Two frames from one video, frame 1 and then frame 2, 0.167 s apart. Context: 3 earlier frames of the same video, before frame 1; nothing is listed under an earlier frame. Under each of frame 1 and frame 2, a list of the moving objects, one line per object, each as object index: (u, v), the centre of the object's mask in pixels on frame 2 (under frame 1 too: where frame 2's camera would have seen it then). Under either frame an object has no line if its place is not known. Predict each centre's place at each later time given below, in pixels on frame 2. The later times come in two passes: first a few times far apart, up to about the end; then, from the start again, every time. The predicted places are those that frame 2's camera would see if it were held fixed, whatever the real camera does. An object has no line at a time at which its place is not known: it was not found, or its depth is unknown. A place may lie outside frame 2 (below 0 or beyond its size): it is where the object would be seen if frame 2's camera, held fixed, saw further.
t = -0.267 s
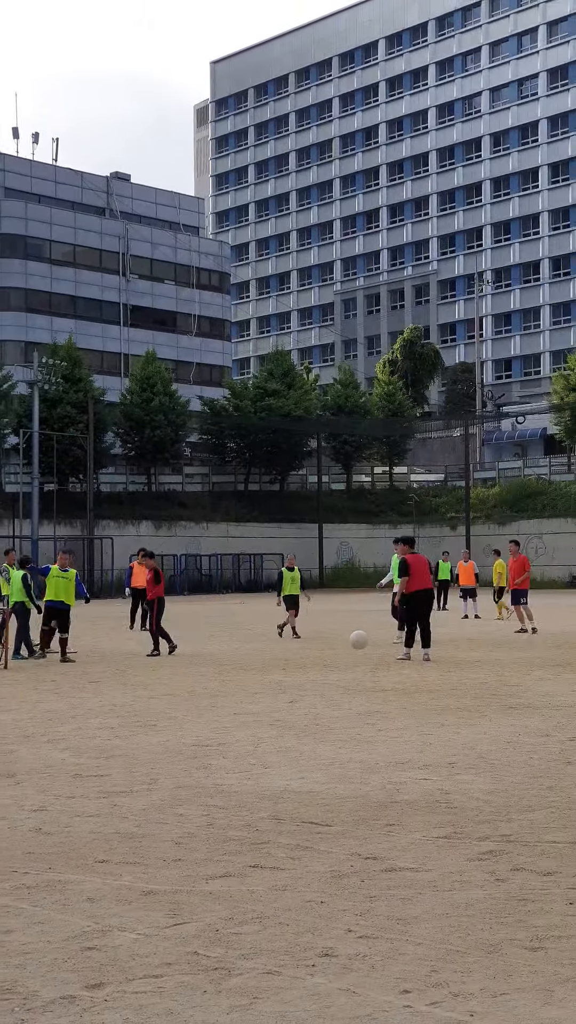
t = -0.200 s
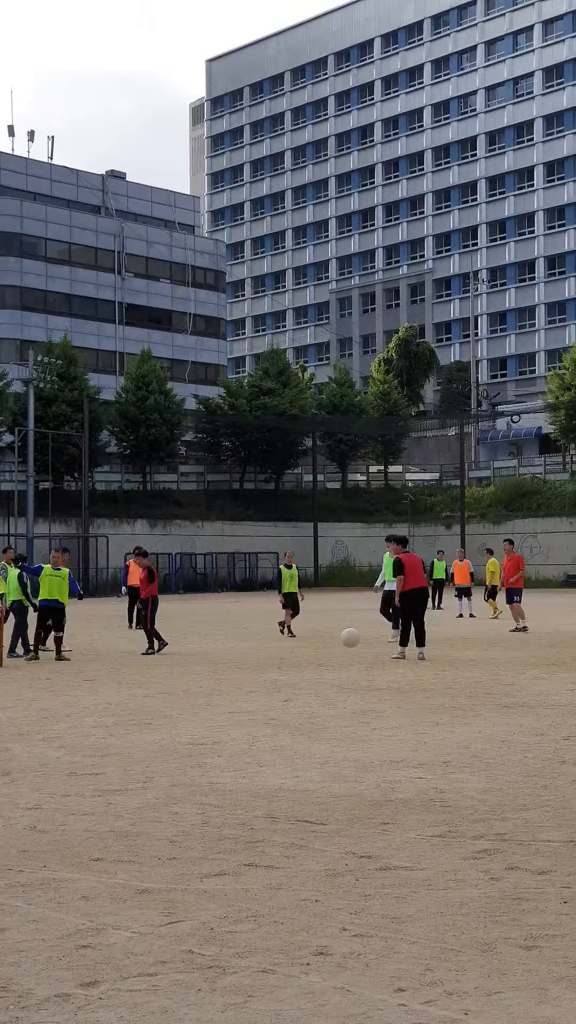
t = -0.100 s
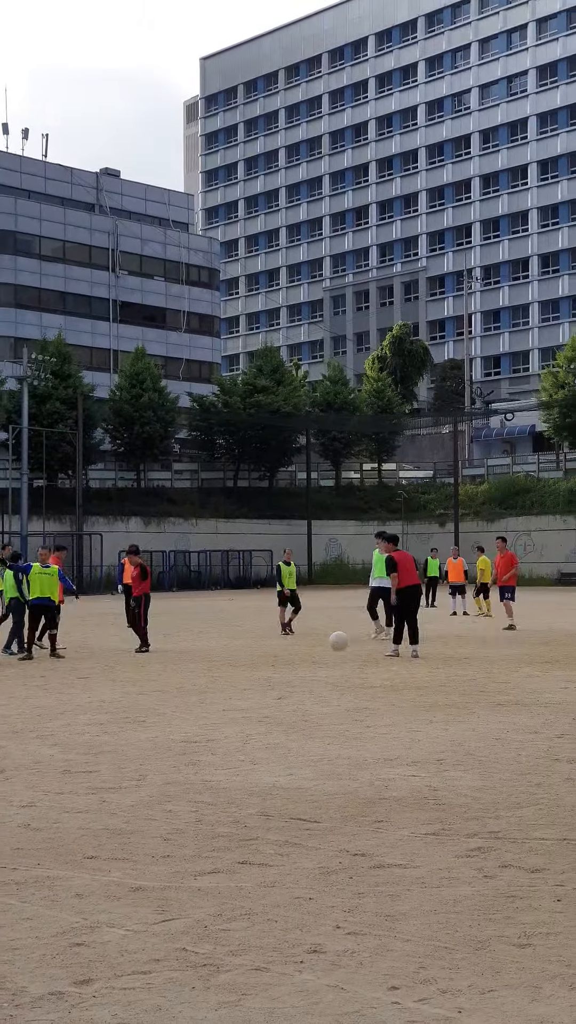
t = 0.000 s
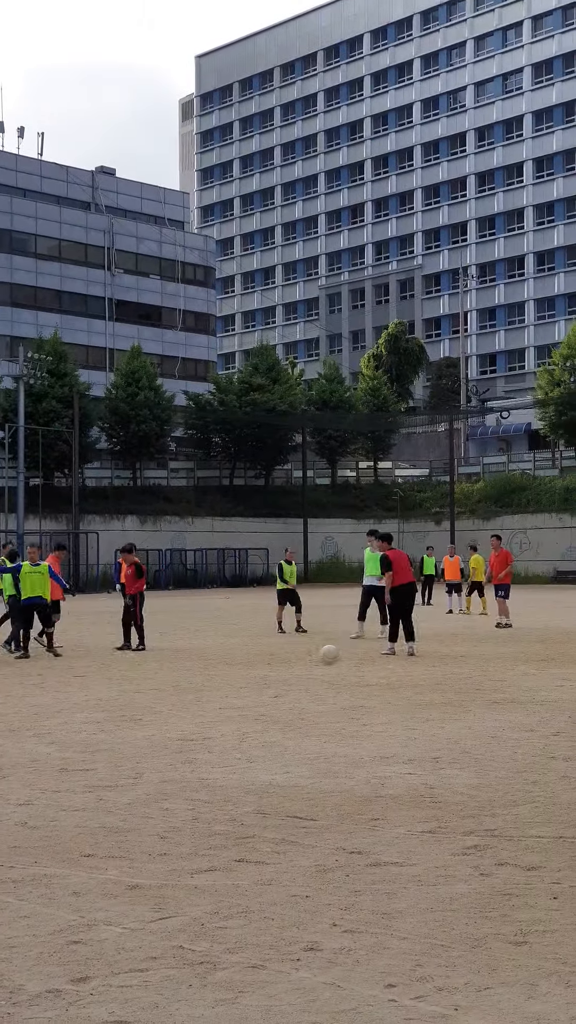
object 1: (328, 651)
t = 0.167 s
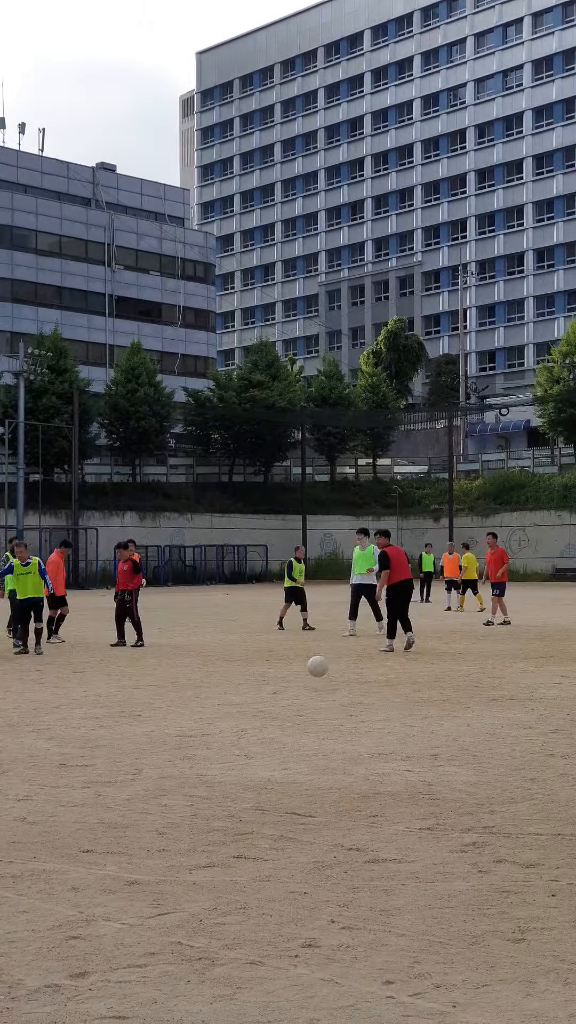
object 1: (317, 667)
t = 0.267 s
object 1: (311, 656)
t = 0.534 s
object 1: (292, 681)
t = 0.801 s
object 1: (268, 684)
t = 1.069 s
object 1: (238, 707)
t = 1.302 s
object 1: (209, 731)
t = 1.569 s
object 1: (167, 741)
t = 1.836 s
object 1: (113, 767)
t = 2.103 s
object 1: (41, 810)
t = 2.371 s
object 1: (-50, 836)
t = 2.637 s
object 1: (-166, 887)
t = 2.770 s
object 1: (-218, 919)
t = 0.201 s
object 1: (315, 662)
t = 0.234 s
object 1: (313, 659)
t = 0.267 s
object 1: (311, 656)
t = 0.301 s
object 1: (308, 656)
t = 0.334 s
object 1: (307, 656)
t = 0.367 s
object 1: (305, 657)
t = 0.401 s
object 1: (302, 659)
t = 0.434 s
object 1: (299, 663)
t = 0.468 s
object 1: (297, 667)
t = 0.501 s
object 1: (295, 674)
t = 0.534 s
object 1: (292, 681)
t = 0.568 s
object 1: (289, 690)
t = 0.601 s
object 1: (288, 694)
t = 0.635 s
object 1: (283, 689)
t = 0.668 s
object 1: (280, 686)
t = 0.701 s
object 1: (278, 683)
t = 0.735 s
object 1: (275, 683)
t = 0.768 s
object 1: (272, 683)
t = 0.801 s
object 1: (268, 684)
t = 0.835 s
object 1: (265, 687)
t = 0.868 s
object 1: (260, 691)
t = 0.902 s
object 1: (257, 697)
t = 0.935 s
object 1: (254, 703)
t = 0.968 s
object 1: (250, 712)
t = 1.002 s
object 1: (247, 712)
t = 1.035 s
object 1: (242, 709)
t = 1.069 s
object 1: (238, 707)
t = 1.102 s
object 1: (235, 706)
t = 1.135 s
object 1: (231, 706)
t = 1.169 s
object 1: (227, 708)
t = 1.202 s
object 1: (223, 711)
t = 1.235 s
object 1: (218, 716)
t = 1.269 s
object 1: (214, 723)
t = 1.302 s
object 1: (209, 731)
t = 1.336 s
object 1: (205, 739)
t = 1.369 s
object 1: (200, 734)
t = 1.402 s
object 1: (194, 732)
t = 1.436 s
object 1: (189, 730)
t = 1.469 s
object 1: (184, 730)
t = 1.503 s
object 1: (178, 732)
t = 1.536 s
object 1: (173, 735)
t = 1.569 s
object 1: (167, 741)
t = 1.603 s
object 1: (161, 748)
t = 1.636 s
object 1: (155, 757)
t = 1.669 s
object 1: (148, 765)
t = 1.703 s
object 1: (141, 762)
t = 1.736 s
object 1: (134, 761)
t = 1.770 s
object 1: (127, 761)
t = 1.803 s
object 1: (120, 763)
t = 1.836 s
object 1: (113, 767)
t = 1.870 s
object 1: (105, 773)
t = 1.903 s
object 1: (96, 782)
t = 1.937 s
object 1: (88, 791)
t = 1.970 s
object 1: (80, 791)
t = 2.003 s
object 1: (70, 793)
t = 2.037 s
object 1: (61, 797)
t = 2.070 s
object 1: (52, 804)
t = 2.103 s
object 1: (41, 810)
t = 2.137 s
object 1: (31, 809)
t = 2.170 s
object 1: (21, 810)
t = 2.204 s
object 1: (10, 813)
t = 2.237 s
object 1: (-2, 819)
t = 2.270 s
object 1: (-13, 827)
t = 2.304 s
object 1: (-25, 838)
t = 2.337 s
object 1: (-37, 837)
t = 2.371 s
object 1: (-50, 836)
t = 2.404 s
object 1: (-62, 837)
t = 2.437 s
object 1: (-75, 841)
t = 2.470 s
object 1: (-88, 848)
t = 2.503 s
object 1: (-103, 857)
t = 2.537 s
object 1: (-117, 869)
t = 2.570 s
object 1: (-133, 881)
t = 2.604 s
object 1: (-148, 883)
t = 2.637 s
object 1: (-166, 887)
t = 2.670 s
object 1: (-182, 893)
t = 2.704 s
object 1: (-195, 903)
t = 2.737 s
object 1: (-207, 916)
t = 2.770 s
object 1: (-218, 919)
